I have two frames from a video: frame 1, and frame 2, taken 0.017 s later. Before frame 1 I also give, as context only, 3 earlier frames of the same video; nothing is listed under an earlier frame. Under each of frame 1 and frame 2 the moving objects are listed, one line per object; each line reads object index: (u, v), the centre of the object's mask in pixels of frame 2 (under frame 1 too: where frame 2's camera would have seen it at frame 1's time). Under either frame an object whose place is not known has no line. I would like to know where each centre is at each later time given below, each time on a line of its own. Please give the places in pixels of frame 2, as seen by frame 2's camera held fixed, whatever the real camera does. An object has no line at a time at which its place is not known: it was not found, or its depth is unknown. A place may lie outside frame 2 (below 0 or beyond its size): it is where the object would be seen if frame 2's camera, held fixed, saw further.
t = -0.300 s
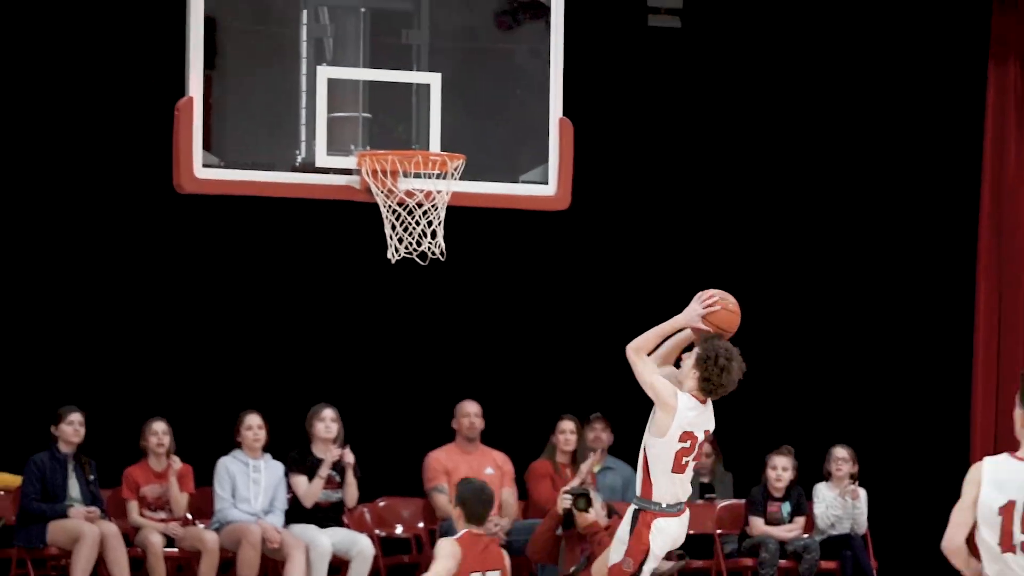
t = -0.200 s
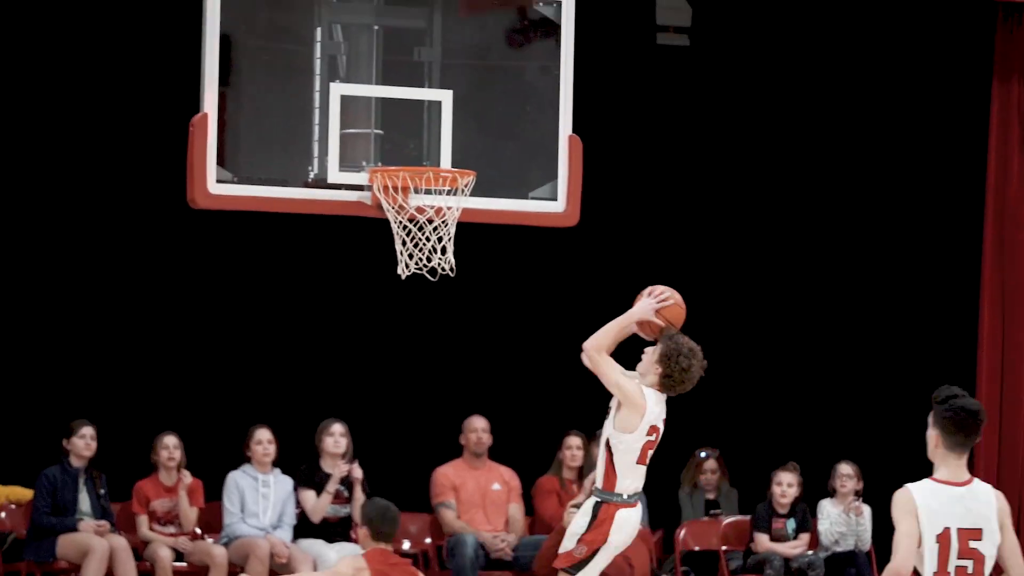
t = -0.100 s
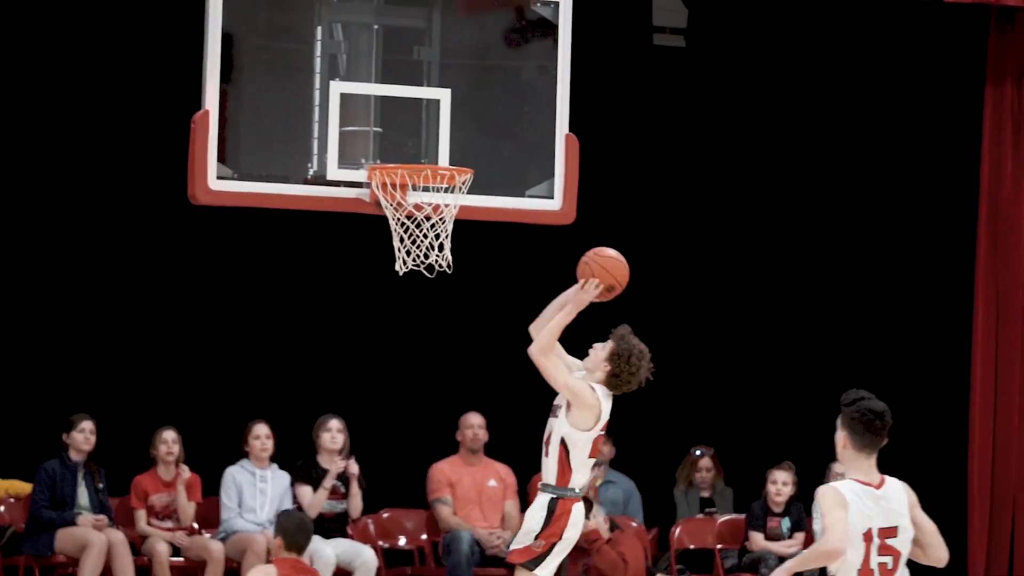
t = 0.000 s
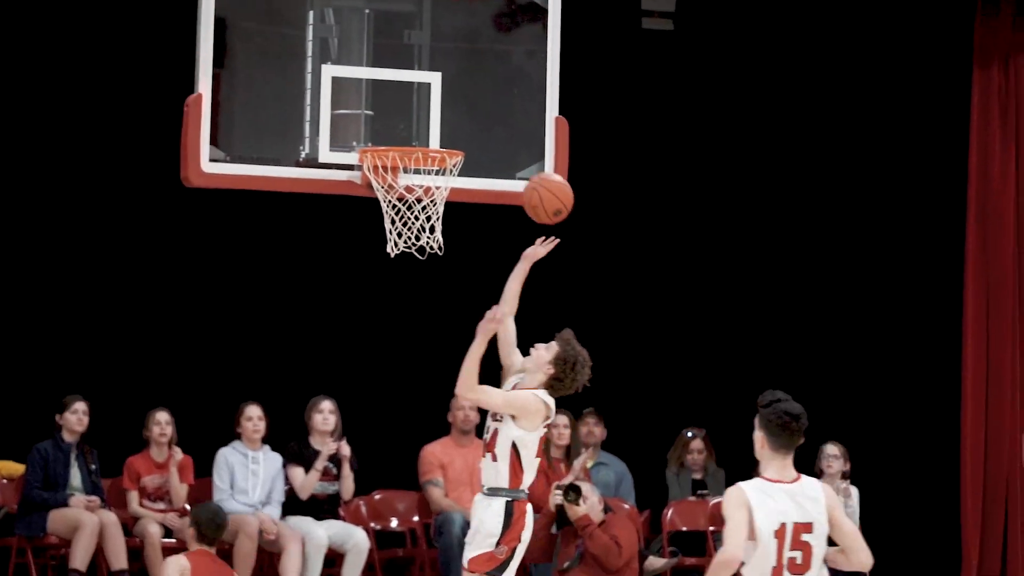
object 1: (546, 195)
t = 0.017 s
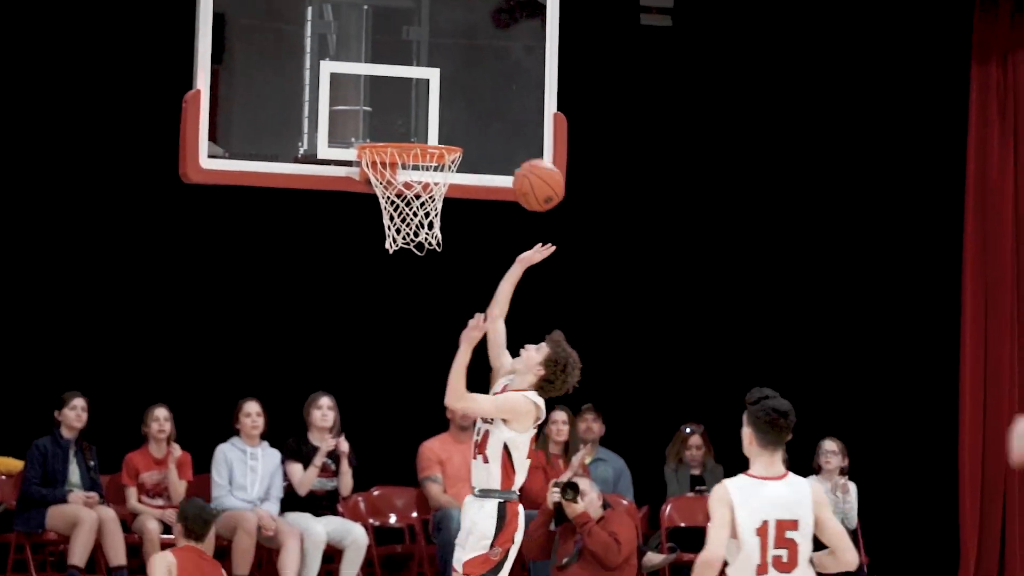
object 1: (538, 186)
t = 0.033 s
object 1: (530, 177)
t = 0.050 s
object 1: (522, 169)
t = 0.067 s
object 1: (514, 161)
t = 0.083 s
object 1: (506, 155)
